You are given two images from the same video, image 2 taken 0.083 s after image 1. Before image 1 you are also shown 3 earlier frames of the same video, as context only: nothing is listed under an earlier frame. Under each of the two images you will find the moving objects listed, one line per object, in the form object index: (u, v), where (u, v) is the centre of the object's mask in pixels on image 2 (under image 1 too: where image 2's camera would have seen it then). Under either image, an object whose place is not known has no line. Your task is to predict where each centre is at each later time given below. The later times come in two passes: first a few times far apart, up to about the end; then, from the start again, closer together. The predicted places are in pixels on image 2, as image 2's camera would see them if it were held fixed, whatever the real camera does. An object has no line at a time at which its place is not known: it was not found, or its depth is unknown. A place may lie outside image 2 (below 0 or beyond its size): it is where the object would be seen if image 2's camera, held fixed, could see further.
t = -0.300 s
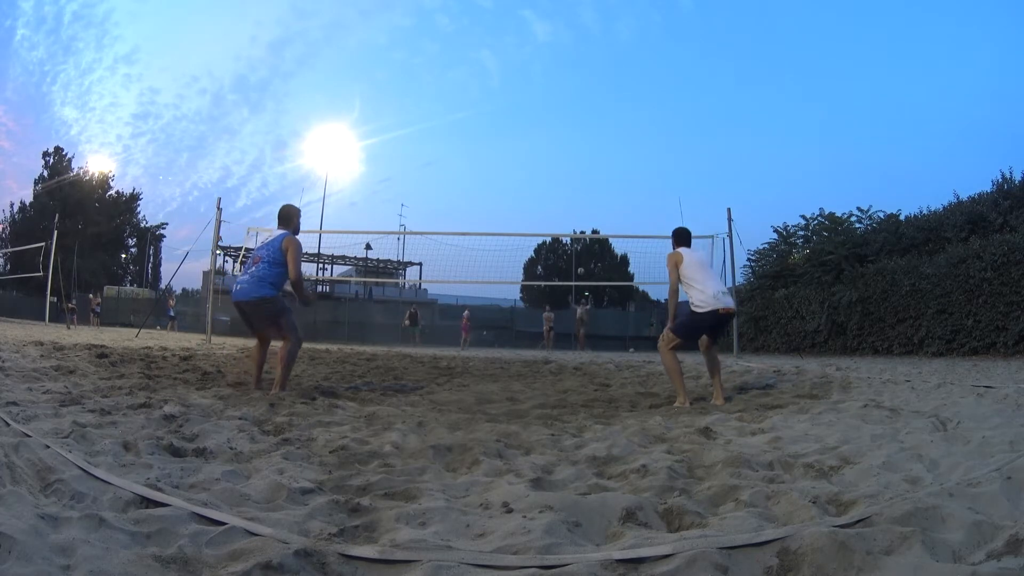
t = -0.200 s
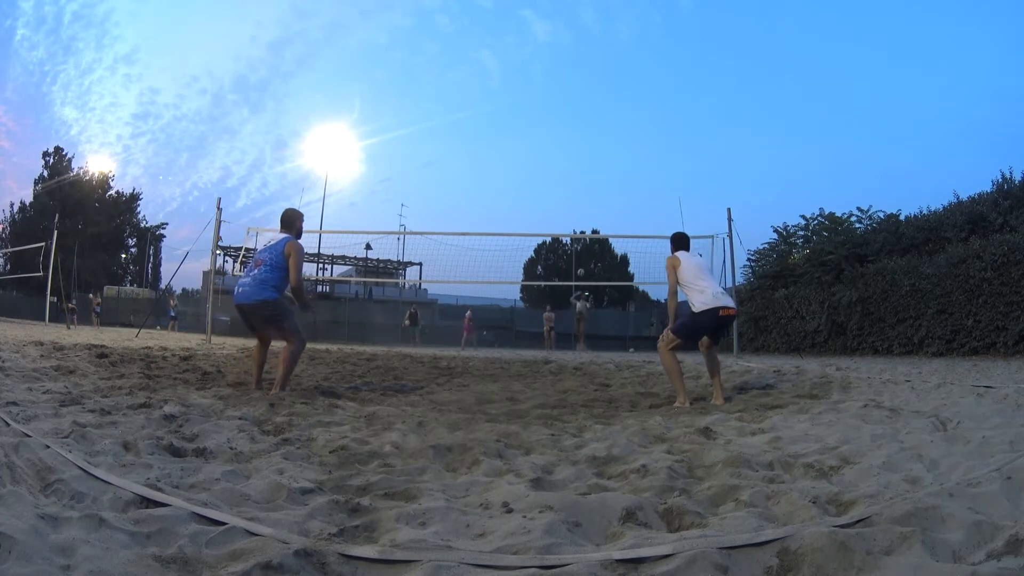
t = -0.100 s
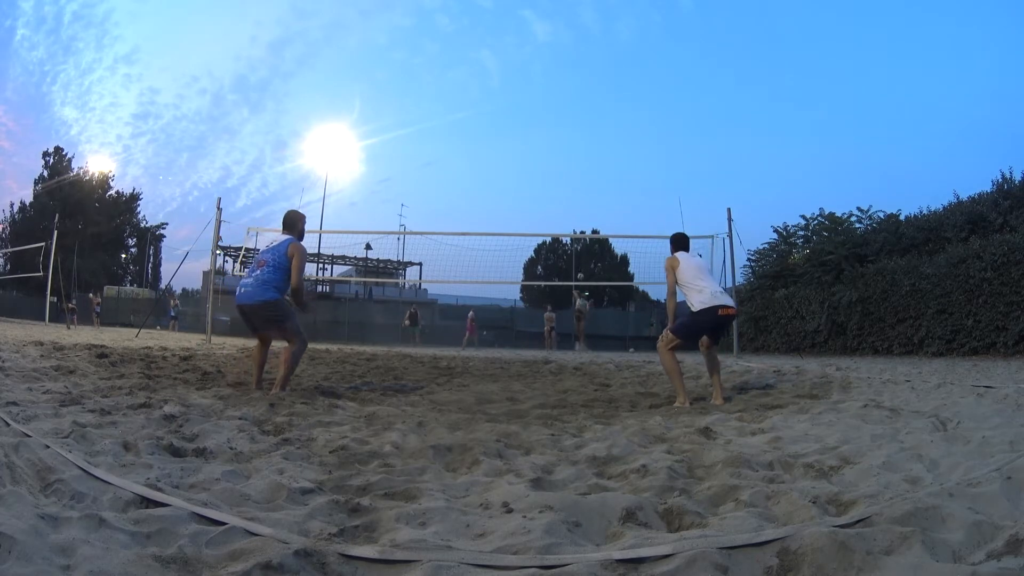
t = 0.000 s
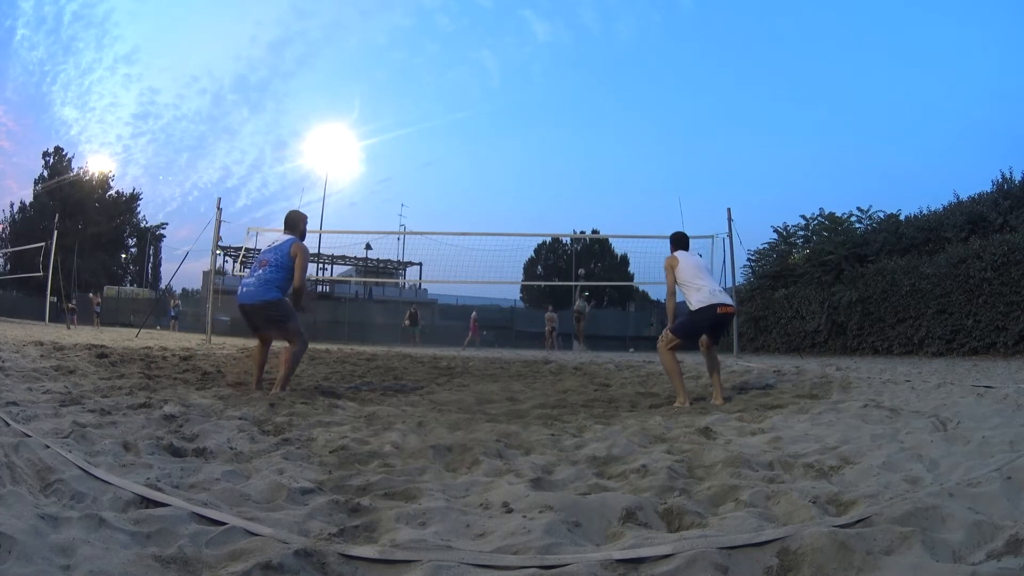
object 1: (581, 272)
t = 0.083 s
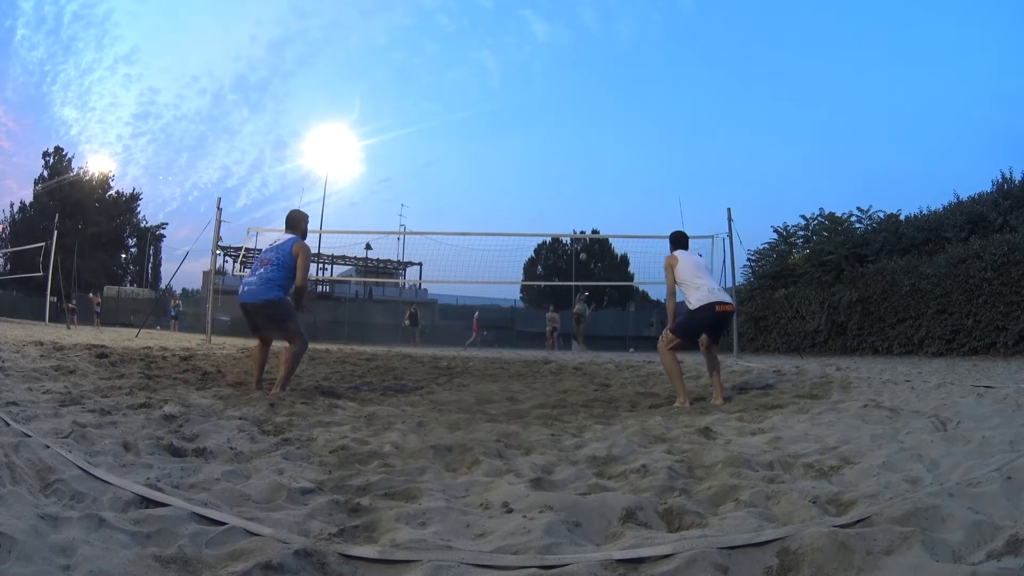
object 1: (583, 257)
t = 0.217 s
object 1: (585, 232)
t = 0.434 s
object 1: (586, 198)
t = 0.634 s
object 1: (585, 171)
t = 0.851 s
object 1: (582, 150)
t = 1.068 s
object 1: (582, 151)
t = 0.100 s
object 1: (583, 254)
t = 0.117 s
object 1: (583, 251)
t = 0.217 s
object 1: (585, 232)
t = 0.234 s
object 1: (585, 230)
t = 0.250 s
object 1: (585, 227)
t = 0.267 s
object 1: (585, 225)
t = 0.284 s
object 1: (585, 222)
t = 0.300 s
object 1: (586, 219)
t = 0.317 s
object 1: (586, 217)
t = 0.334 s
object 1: (586, 214)
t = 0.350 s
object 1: (586, 211)
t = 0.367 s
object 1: (586, 209)
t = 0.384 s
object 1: (586, 206)
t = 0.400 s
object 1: (586, 203)
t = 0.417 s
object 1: (586, 201)
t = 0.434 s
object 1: (586, 198)
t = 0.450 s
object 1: (586, 196)
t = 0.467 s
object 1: (586, 193)
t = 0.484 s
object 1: (586, 191)
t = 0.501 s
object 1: (586, 189)
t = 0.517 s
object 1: (585, 186)
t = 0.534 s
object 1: (585, 184)
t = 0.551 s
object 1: (585, 182)
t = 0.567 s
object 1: (585, 180)
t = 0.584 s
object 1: (585, 177)
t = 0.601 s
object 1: (585, 175)
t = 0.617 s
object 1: (585, 173)
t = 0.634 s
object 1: (585, 171)
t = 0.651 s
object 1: (584, 169)
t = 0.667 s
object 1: (584, 167)
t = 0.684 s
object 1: (584, 165)
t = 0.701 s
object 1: (584, 163)
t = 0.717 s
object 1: (584, 161)
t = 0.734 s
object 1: (584, 160)
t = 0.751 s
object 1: (584, 158)
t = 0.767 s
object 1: (584, 156)
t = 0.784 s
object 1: (583, 155)
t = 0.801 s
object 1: (583, 153)
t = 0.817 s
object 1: (583, 152)
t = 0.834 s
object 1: (583, 150)
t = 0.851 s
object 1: (582, 150)
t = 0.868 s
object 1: (582, 149)
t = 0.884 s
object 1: (582, 147)
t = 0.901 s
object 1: (582, 147)
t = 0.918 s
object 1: (582, 146)
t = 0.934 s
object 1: (582, 146)
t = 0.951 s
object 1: (582, 146)
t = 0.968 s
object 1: (582, 146)
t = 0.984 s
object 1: (582, 146)
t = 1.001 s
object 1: (582, 146)
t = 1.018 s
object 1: (582, 147)
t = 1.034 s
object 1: (582, 148)
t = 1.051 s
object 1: (582, 149)
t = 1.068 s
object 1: (582, 151)
